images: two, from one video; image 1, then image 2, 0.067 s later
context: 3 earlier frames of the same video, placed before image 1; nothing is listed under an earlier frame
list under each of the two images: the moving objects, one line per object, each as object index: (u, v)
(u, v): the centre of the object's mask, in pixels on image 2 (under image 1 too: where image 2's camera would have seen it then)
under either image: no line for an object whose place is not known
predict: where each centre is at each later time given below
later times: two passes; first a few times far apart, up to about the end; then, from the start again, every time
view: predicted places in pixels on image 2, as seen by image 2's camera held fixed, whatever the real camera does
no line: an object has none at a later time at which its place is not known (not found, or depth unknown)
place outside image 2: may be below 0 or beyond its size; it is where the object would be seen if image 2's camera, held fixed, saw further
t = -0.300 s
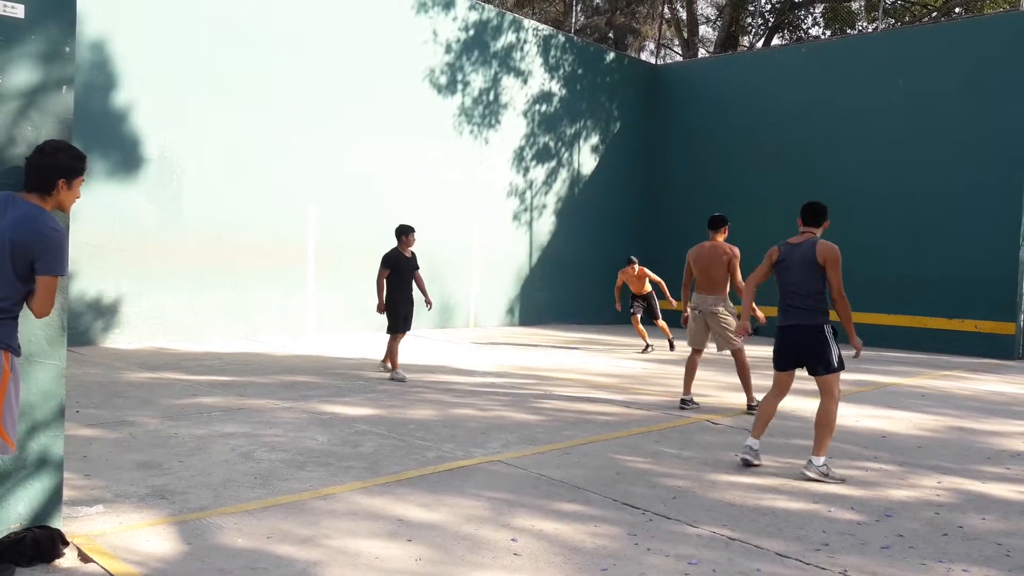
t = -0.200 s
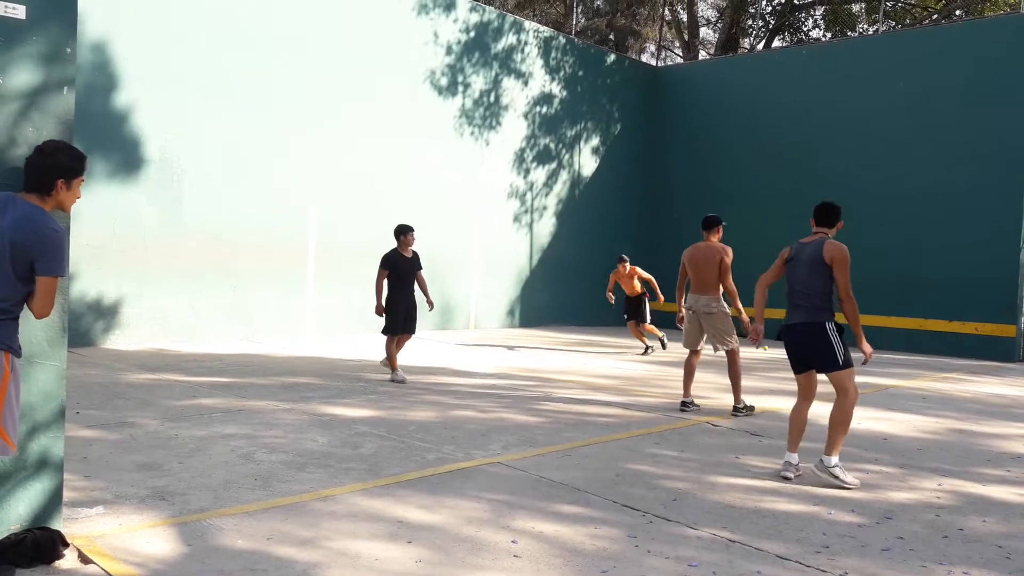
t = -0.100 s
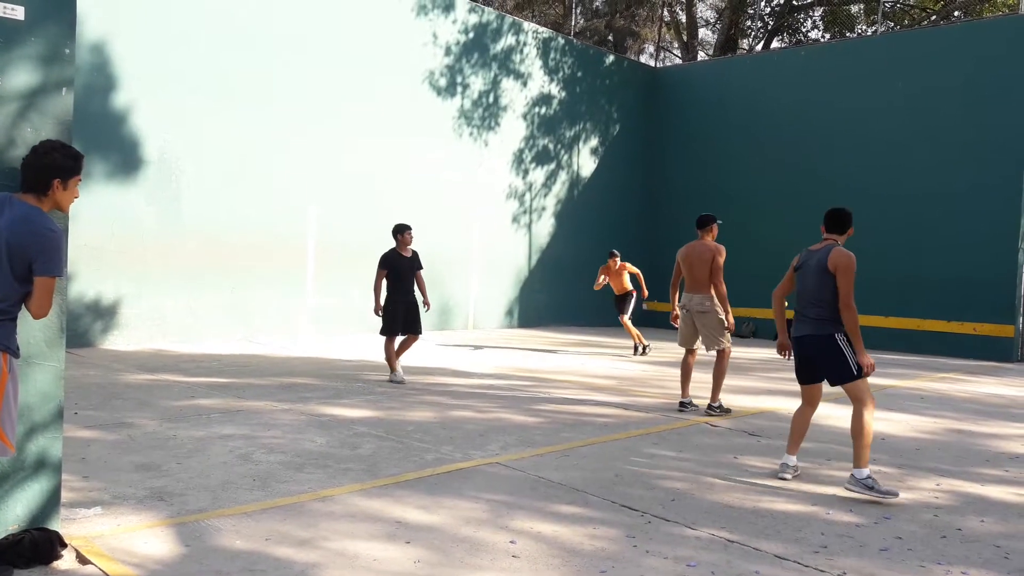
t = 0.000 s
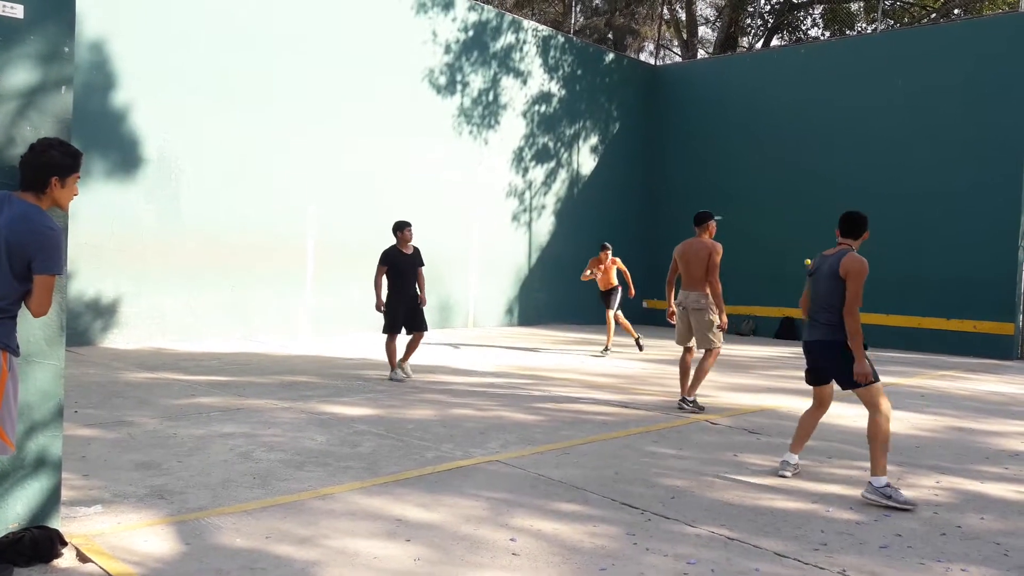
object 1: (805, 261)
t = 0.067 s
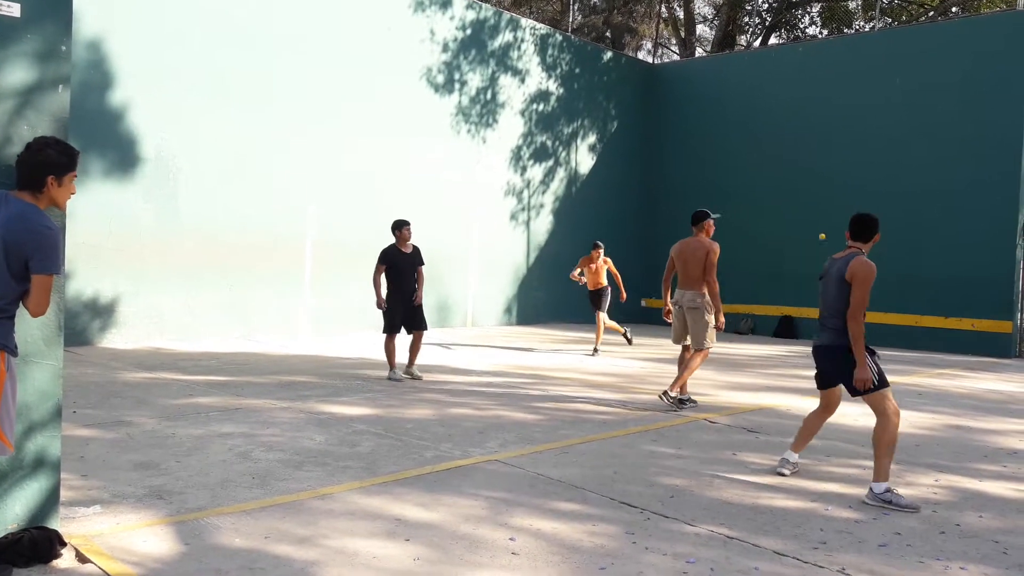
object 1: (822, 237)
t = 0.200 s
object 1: (858, 198)
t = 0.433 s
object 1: (937, 169)
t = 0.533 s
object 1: (979, 177)
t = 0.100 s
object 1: (830, 225)
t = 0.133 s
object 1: (839, 215)
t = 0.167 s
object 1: (848, 206)
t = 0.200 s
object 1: (858, 198)
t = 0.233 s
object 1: (868, 190)
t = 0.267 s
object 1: (878, 184)
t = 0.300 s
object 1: (889, 178)
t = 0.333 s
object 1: (899, 173)
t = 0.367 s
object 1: (912, 170)
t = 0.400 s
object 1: (924, 169)
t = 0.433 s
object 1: (937, 169)
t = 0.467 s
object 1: (950, 169)
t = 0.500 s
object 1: (964, 172)
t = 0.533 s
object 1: (979, 177)
